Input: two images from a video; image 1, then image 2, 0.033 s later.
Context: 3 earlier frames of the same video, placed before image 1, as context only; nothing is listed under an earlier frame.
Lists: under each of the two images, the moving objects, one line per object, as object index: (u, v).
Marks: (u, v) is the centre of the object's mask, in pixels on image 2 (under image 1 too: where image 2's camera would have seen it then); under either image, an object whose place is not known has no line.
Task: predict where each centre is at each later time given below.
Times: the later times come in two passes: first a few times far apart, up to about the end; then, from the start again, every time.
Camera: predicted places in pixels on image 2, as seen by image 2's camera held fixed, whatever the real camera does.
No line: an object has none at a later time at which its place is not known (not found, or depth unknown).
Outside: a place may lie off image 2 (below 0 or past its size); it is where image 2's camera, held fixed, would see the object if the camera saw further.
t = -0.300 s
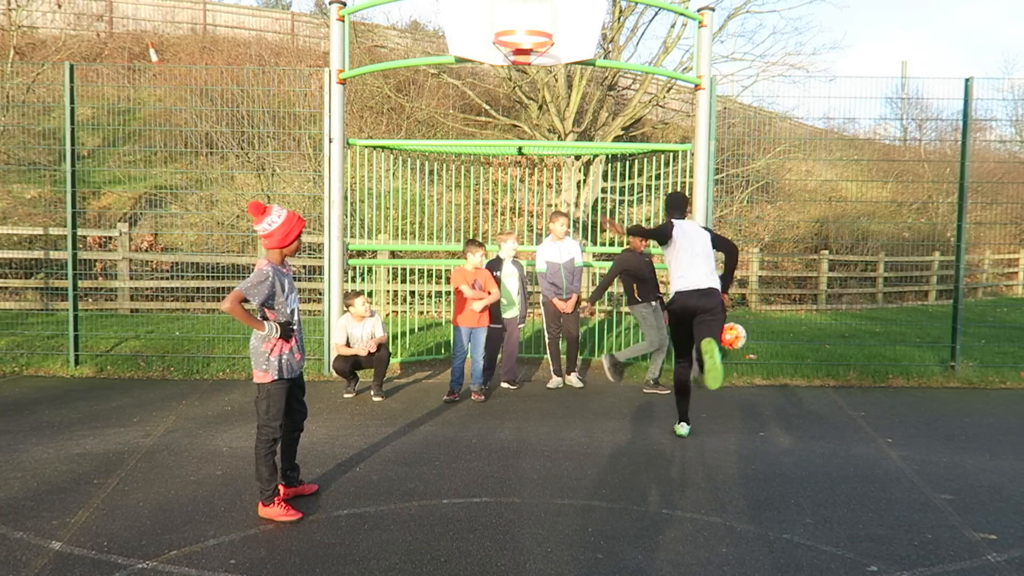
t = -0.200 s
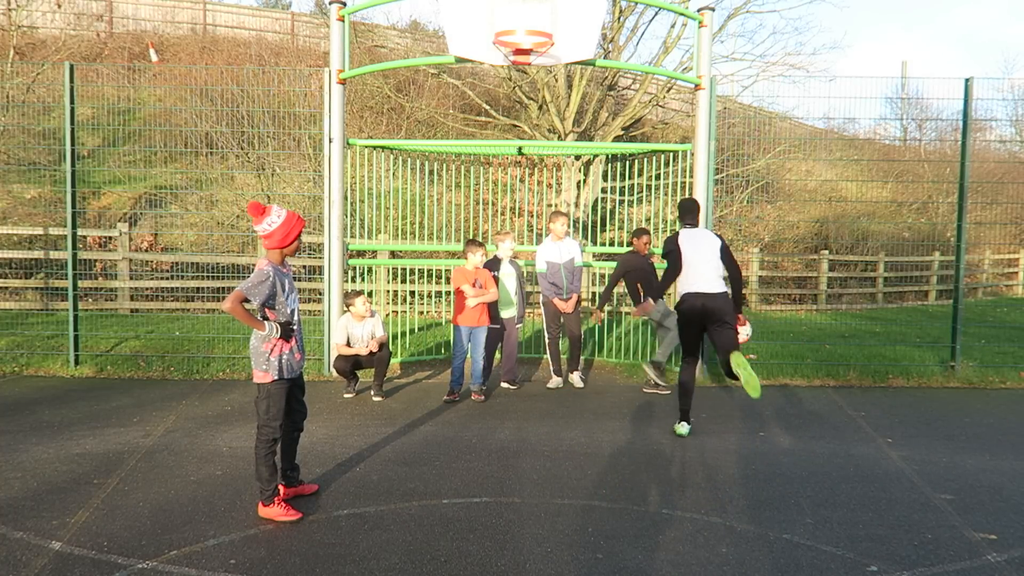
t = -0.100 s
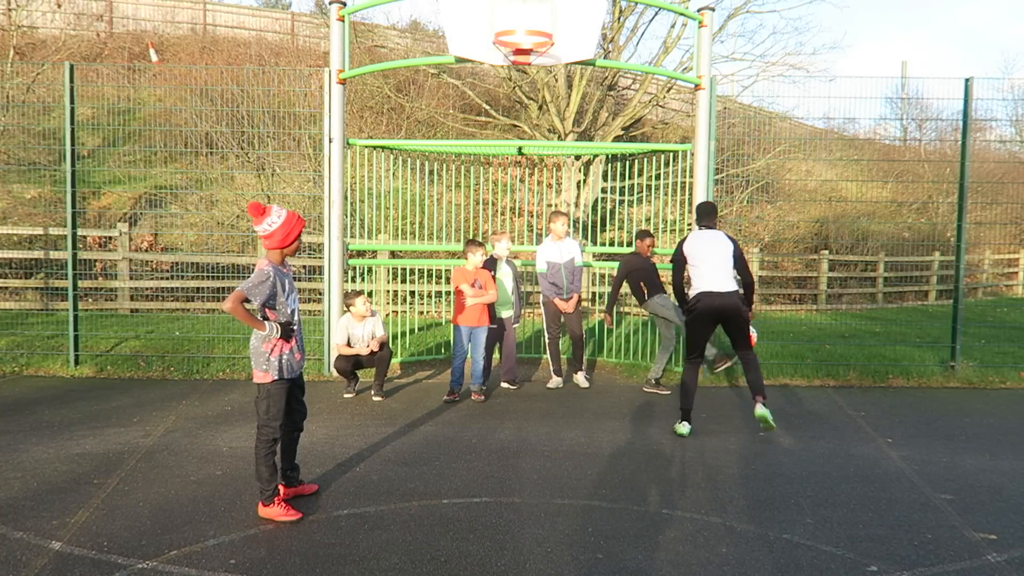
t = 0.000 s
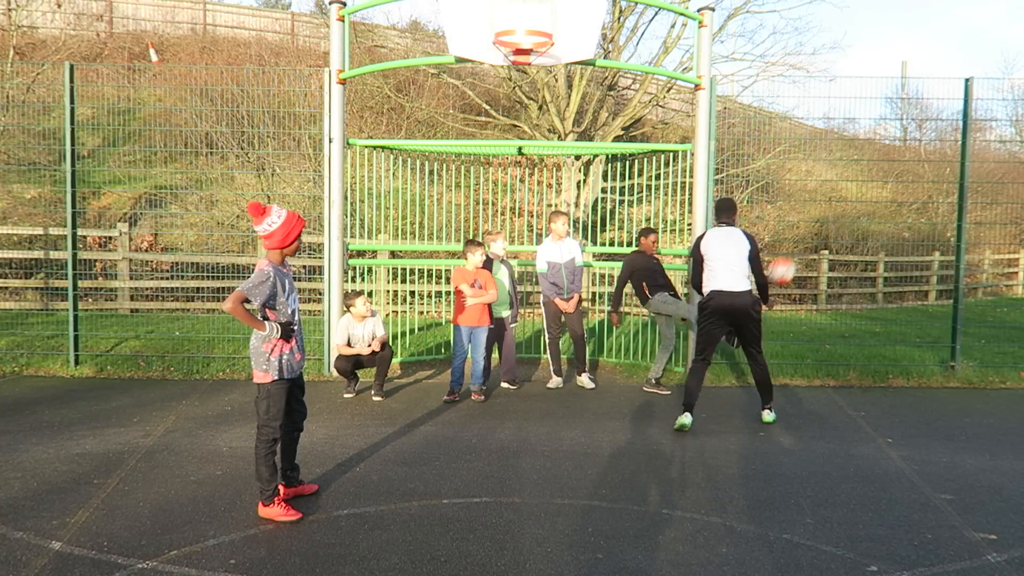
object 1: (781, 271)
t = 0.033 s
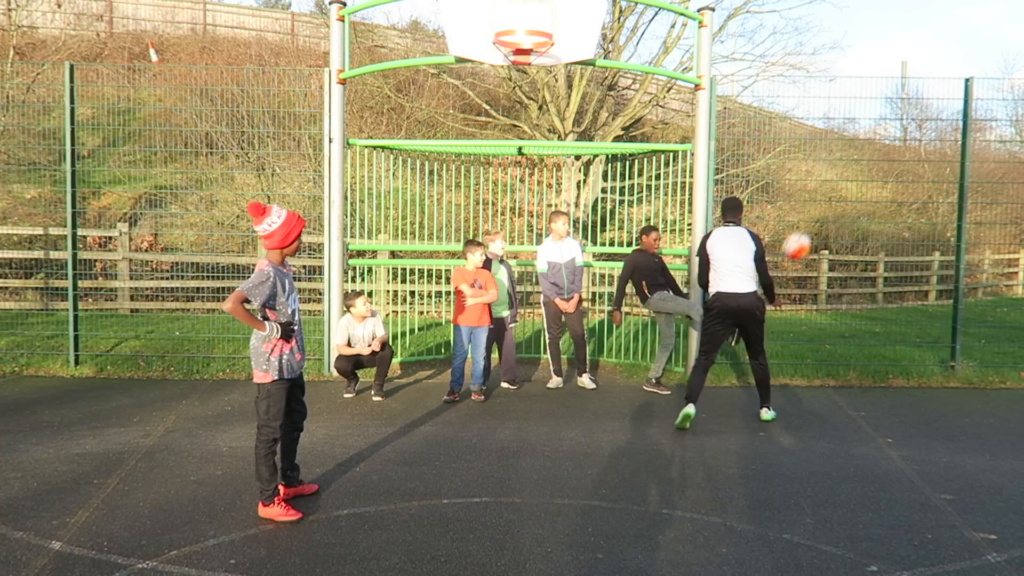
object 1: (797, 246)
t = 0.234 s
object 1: (885, 123)
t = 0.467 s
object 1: (992, 35)
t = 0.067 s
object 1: (811, 223)
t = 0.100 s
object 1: (826, 200)
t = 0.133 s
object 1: (841, 179)
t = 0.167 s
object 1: (856, 159)
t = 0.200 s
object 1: (870, 140)
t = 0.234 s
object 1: (885, 123)
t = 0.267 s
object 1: (901, 107)
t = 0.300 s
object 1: (916, 93)
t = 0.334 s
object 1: (931, 77)
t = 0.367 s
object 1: (946, 64)
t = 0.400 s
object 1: (961, 54)
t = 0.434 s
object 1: (977, 43)
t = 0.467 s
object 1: (992, 35)
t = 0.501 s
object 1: (1008, 27)
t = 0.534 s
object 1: (1016, 23)
